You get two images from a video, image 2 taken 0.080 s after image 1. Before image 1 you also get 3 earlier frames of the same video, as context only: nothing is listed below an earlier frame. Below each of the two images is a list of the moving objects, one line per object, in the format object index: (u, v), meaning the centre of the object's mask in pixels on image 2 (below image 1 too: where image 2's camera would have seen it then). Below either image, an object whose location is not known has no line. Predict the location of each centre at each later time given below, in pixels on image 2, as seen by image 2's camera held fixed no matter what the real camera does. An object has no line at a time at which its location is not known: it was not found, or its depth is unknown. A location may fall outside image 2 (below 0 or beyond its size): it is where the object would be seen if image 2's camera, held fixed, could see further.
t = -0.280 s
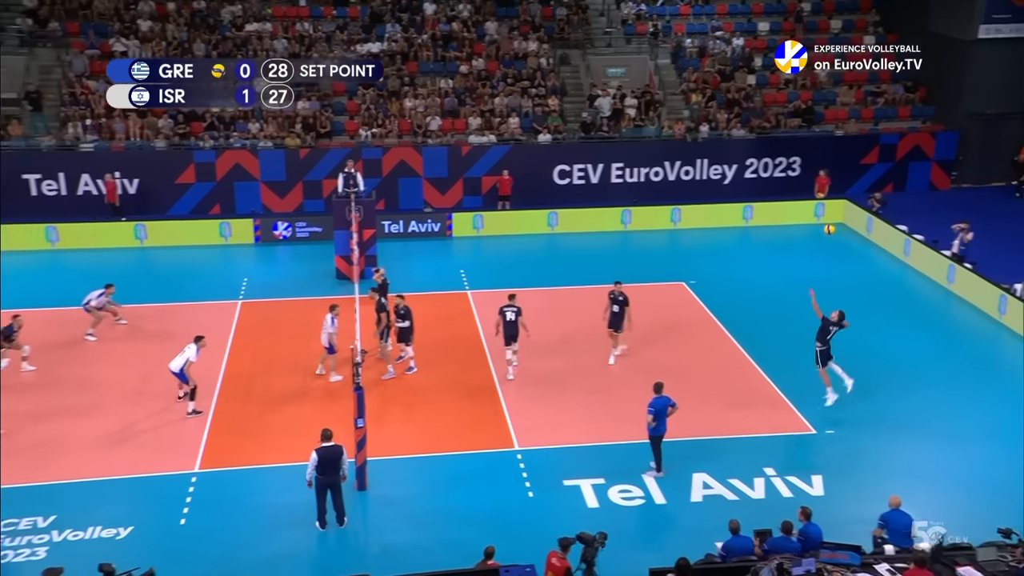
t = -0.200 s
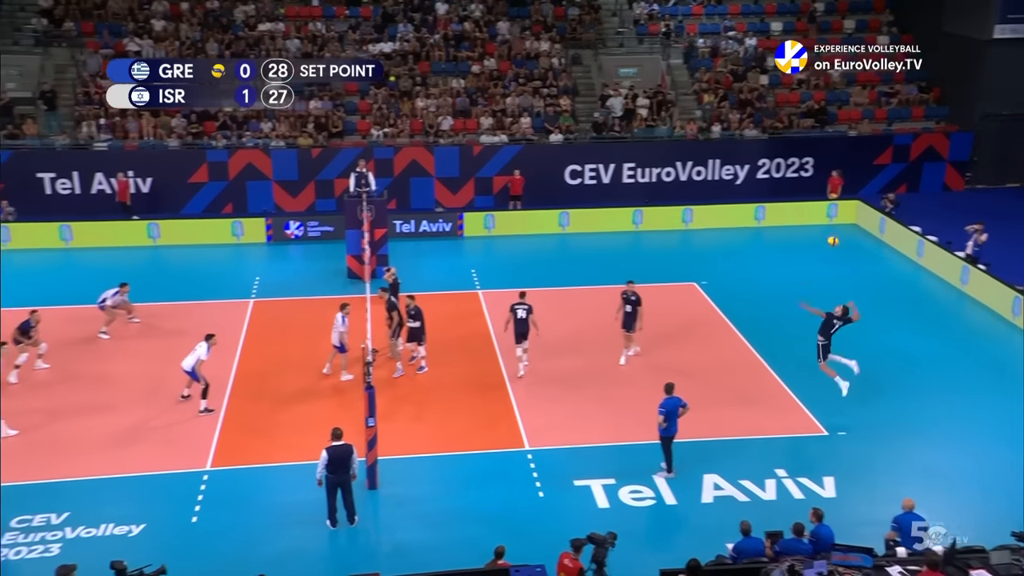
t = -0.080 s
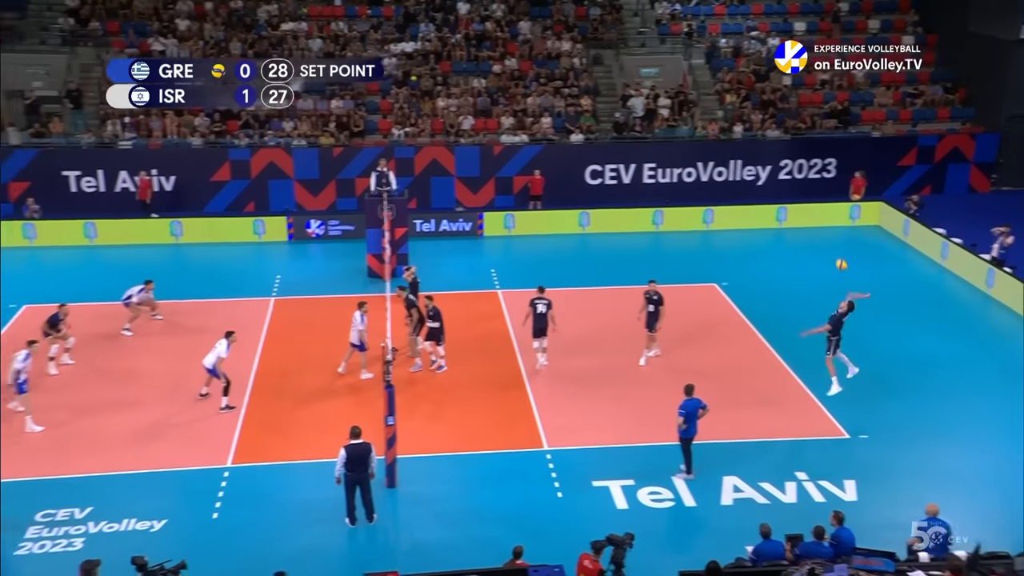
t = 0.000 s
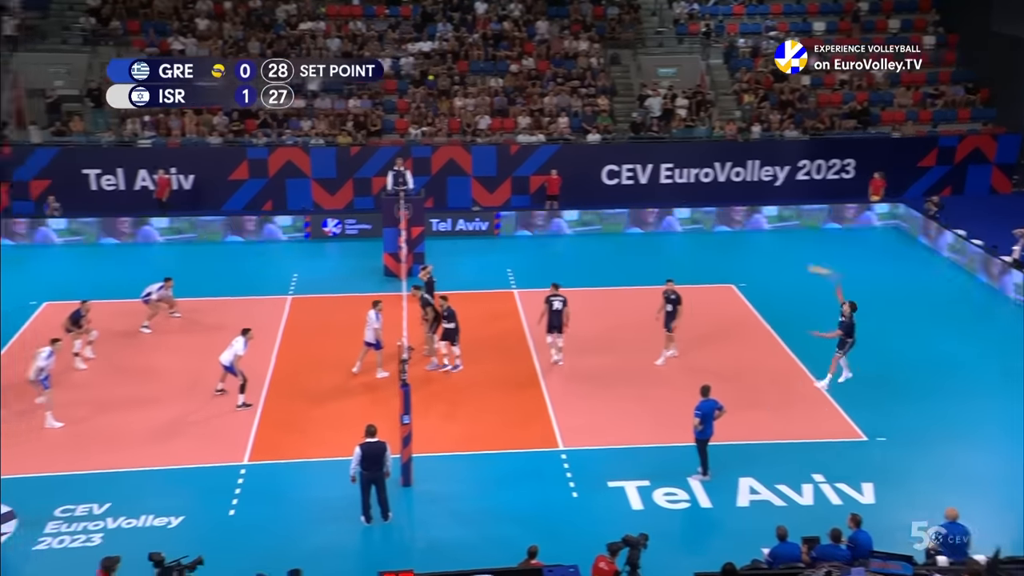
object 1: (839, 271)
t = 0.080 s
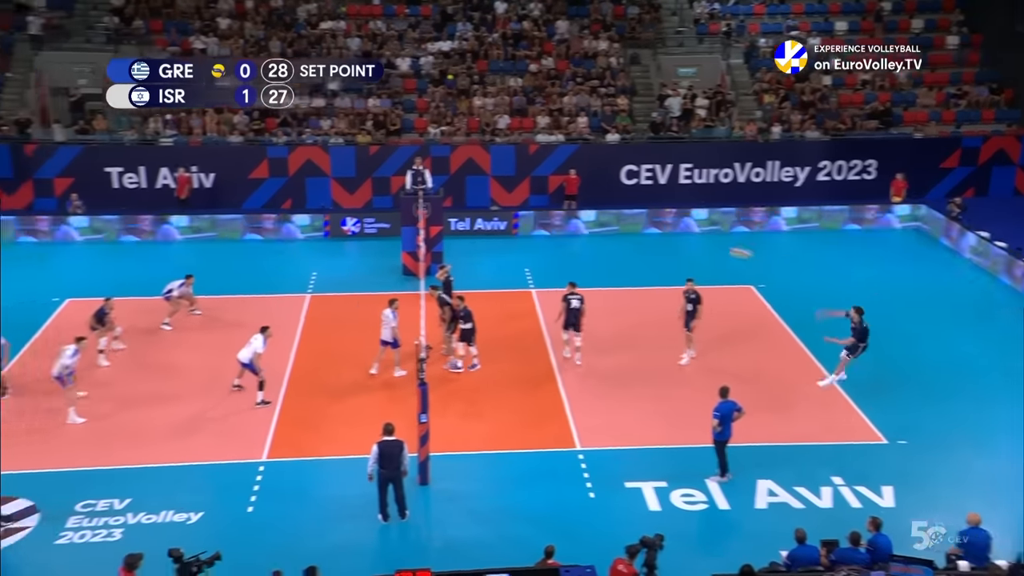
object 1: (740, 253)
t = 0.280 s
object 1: (521, 233)
